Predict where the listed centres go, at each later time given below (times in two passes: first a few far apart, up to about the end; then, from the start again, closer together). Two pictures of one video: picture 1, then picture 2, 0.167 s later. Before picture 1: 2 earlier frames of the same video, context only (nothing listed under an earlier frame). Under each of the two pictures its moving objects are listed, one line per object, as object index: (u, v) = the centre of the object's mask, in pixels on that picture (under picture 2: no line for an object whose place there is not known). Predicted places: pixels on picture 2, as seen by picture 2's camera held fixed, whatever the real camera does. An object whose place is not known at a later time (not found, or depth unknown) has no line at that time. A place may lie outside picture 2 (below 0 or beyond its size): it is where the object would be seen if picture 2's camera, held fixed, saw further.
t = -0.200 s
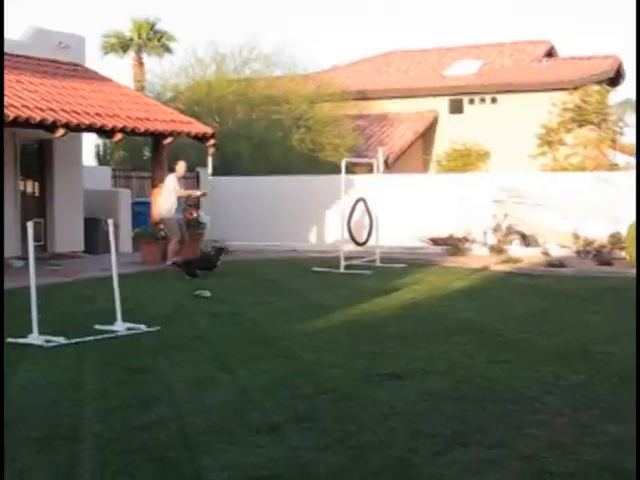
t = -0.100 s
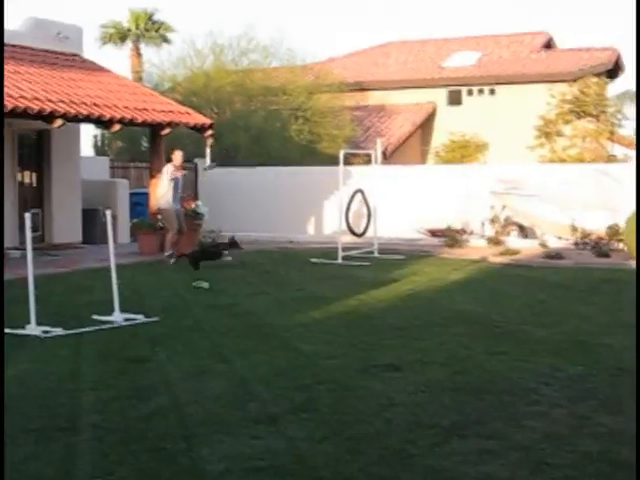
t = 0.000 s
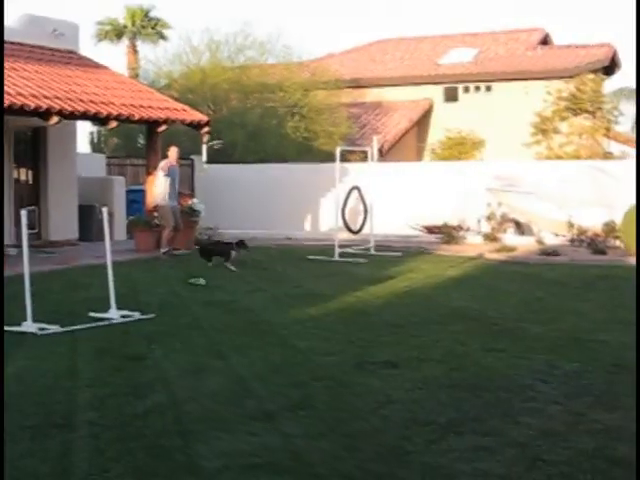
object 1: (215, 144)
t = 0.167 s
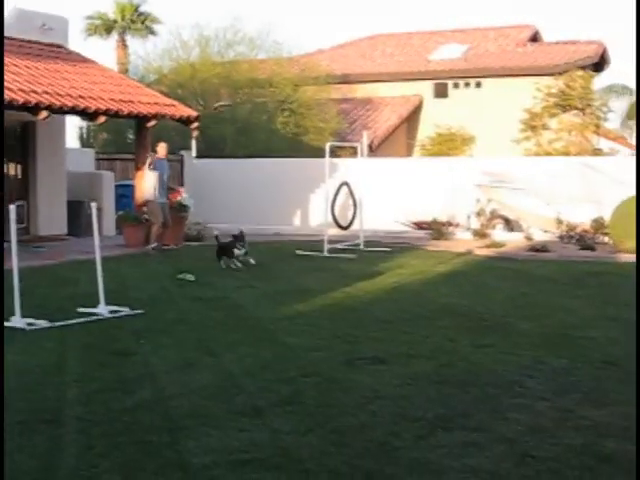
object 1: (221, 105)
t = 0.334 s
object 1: (239, 73)
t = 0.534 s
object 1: (263, 35)
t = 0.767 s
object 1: (296, -1)
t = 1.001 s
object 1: (340, -29)
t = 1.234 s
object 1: (409, -44)
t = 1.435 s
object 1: (511, -32)
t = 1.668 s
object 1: (689, 41)
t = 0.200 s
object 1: (226, 99)
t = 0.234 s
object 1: (228, 92)
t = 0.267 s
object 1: (233, 86)
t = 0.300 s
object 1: (235, 79)
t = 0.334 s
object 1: (239, 73)
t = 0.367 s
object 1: (243, 66)
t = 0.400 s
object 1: (248, 59)
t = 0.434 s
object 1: (251, 53)
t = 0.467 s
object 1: (255, 47)
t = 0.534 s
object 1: (263, 35)
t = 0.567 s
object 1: (267, 30)
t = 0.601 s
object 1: (271, 24)
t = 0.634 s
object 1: (276, 19)
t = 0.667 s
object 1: (281, 14)
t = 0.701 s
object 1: (285, 9)
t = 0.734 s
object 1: (291, 4)
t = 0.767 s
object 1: (296, -1)
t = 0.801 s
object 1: (301, -5)
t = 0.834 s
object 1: (307, -9)
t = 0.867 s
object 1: (312, -14)
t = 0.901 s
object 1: (319, -18)
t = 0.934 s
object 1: (326, -22)
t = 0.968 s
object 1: (333, -26)
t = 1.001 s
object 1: (340, -29)
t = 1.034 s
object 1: (351, -35)
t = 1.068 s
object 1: (357, -36)
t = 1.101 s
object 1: (367, -39)
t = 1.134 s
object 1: (376, -40)
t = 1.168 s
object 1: (387, -42)
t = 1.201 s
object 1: (400, -44)
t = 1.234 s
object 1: (409, -44)
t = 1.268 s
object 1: (425, -44)
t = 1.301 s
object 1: (439, -42)
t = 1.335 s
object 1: (454, -40)
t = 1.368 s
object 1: (472, -38)
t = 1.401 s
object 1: (491, -36)
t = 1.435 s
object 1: (511, -32)
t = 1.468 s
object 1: (531, -24)
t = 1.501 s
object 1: (553, -18)
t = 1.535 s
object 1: (577, -9)
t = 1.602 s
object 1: (629, 12)
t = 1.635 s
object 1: (658, 26)
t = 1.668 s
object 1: (689, 41)
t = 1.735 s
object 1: (756, 79)
